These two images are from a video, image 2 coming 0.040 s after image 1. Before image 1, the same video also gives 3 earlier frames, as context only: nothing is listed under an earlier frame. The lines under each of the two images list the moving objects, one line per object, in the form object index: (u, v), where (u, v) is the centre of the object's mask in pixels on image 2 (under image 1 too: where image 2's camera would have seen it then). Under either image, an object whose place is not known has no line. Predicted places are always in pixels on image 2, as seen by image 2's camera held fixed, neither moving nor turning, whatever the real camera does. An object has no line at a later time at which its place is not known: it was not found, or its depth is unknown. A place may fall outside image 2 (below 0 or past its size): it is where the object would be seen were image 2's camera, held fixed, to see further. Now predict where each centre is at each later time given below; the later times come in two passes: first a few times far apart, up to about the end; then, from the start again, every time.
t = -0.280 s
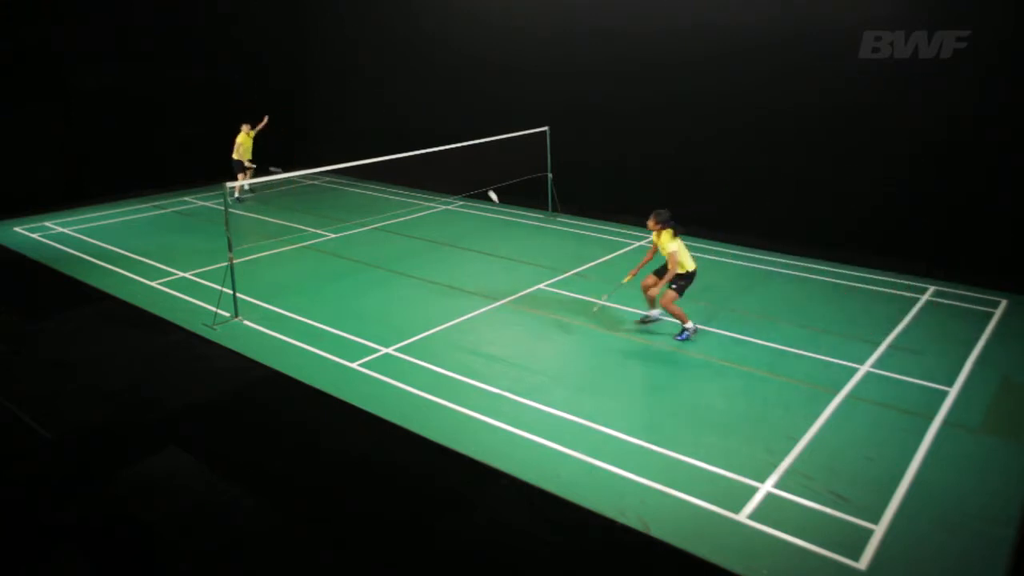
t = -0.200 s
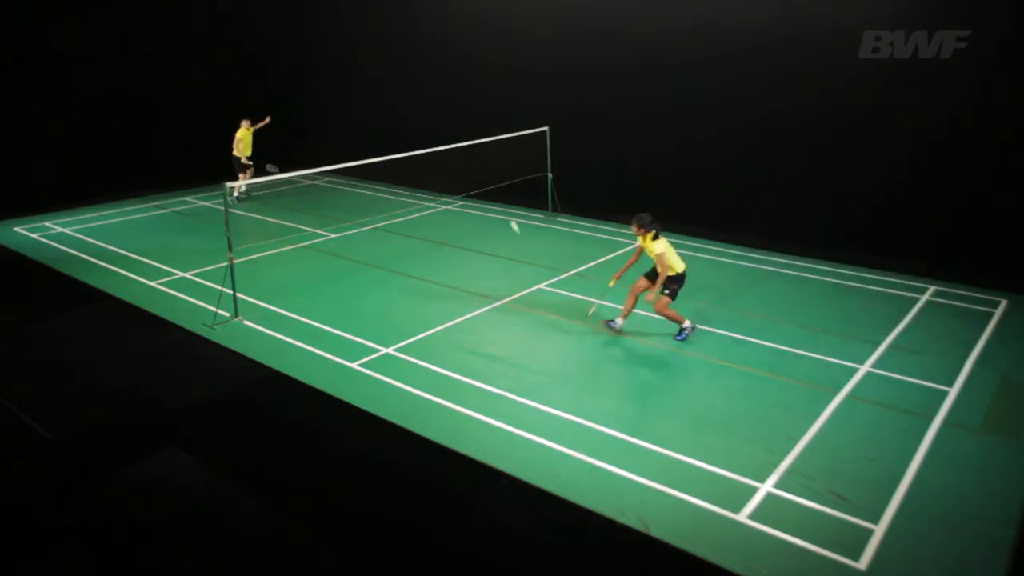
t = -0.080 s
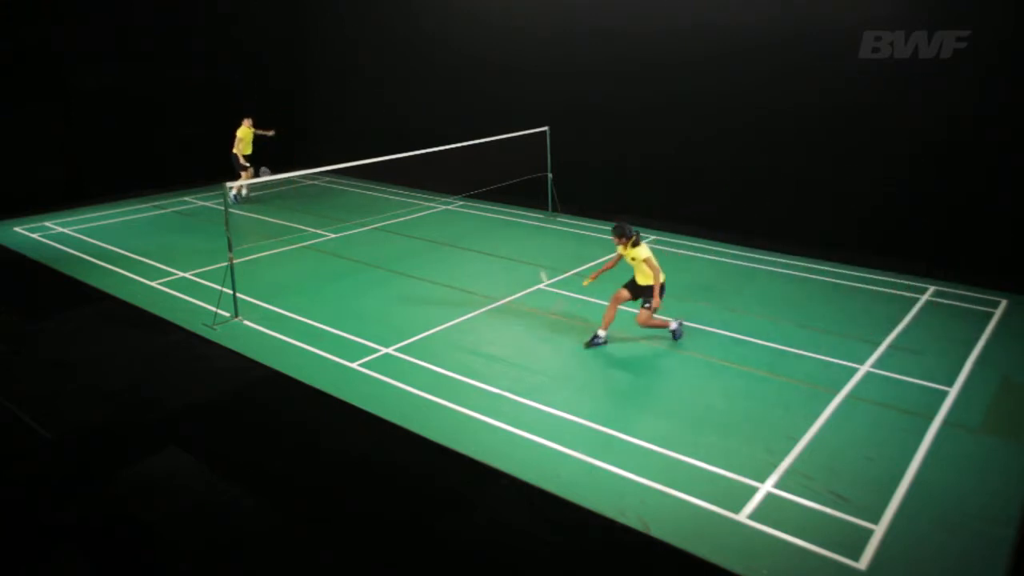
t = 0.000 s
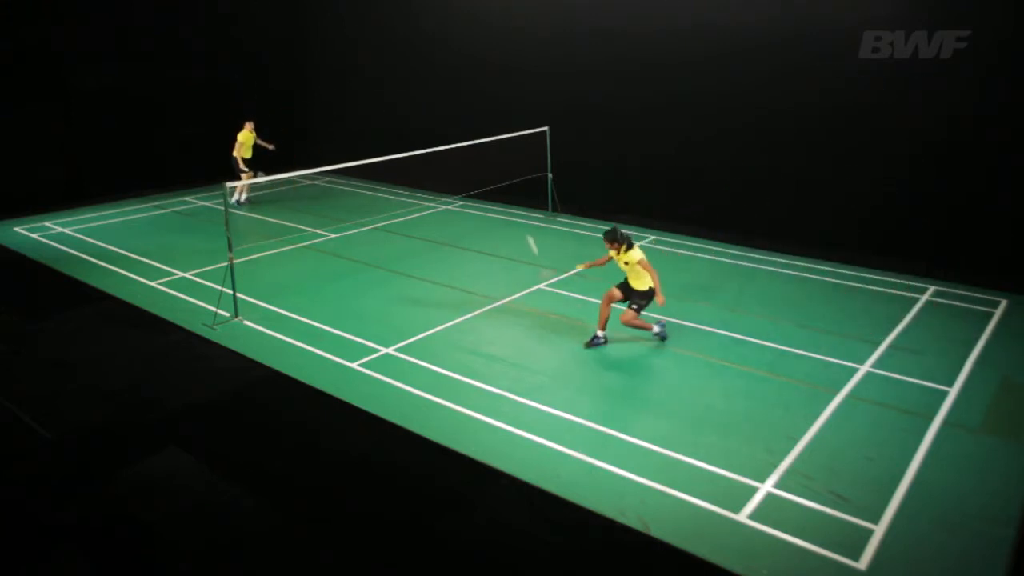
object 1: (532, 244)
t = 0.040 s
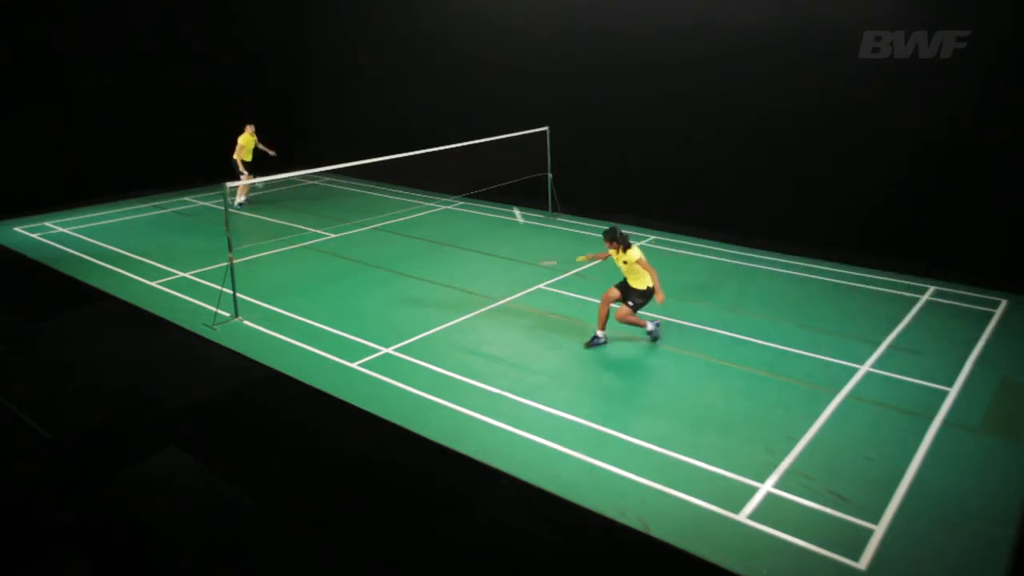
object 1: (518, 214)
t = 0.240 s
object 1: (474, 132)
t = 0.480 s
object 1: (443, 101)
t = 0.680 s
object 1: (426, 108)
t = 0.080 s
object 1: (506, 192)
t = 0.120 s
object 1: (497, 173)
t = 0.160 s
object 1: (488, 157)
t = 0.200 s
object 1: (481, 143)
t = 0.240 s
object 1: (474, 132)
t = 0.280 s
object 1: (467, 123)
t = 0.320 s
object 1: (462, 116)
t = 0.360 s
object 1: (456, 110)
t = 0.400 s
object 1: (452, 106)
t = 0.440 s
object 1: (447, 103)
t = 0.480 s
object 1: (443, 101)
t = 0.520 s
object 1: (439, 100)
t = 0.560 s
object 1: (435, 101)
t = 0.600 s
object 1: (432, 102)
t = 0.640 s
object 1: (429, 105)
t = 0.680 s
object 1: (426, 108)
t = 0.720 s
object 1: (424, 112)
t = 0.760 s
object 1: (421, 118)
